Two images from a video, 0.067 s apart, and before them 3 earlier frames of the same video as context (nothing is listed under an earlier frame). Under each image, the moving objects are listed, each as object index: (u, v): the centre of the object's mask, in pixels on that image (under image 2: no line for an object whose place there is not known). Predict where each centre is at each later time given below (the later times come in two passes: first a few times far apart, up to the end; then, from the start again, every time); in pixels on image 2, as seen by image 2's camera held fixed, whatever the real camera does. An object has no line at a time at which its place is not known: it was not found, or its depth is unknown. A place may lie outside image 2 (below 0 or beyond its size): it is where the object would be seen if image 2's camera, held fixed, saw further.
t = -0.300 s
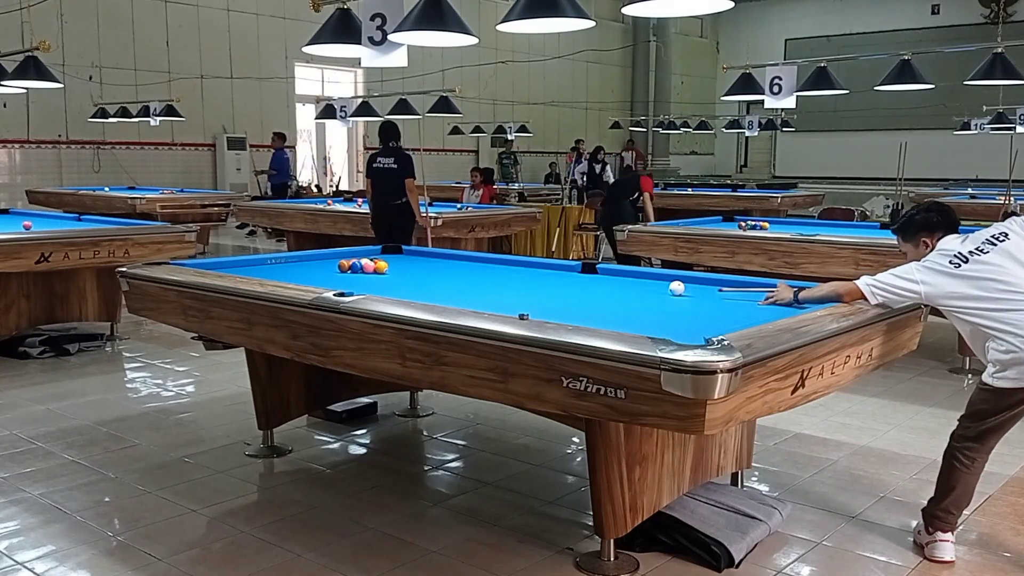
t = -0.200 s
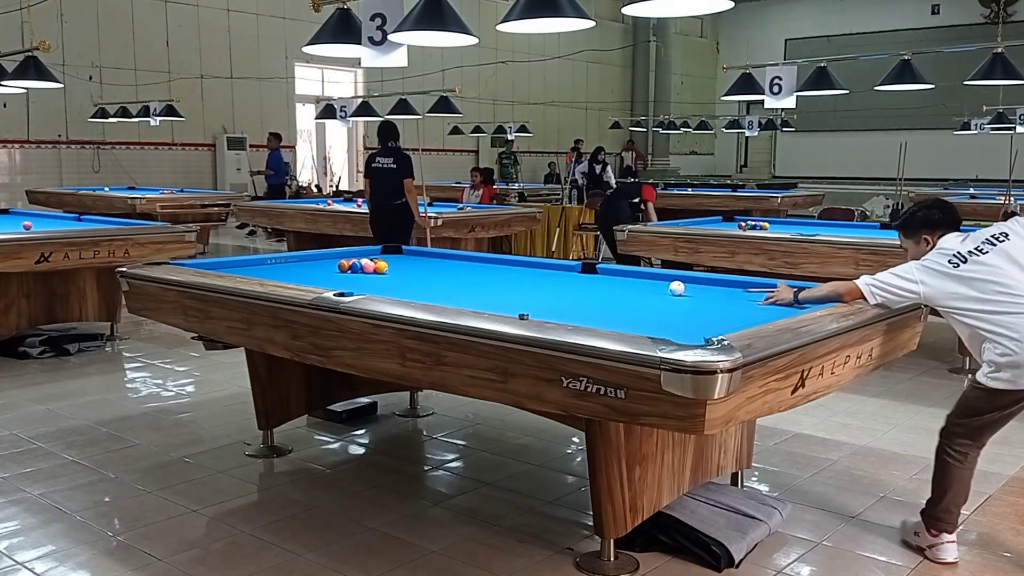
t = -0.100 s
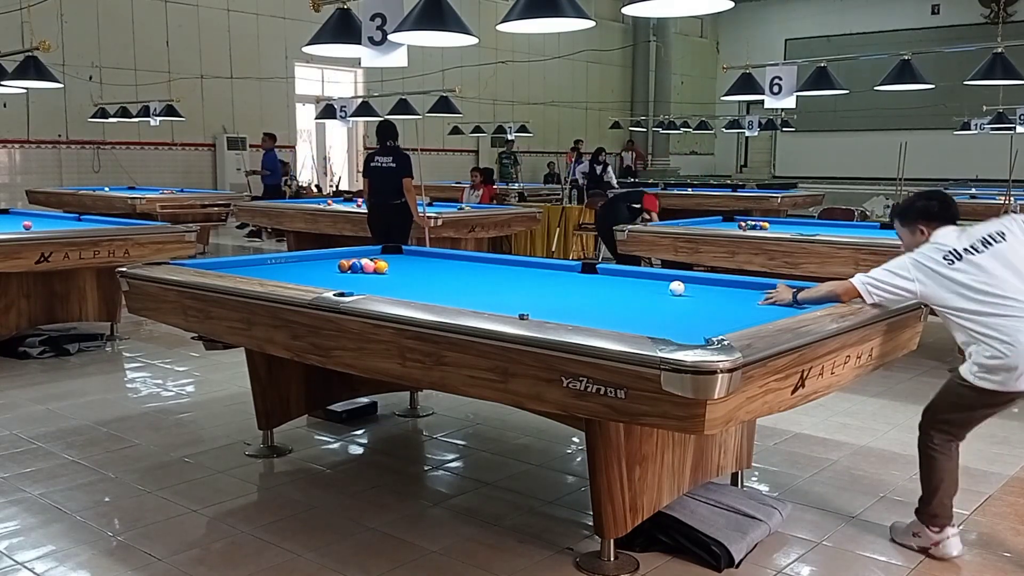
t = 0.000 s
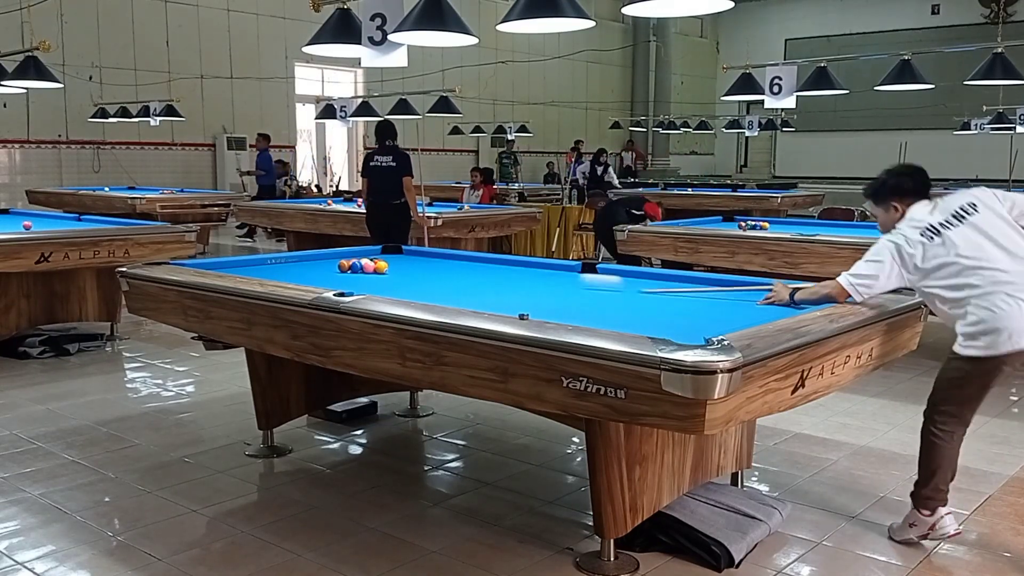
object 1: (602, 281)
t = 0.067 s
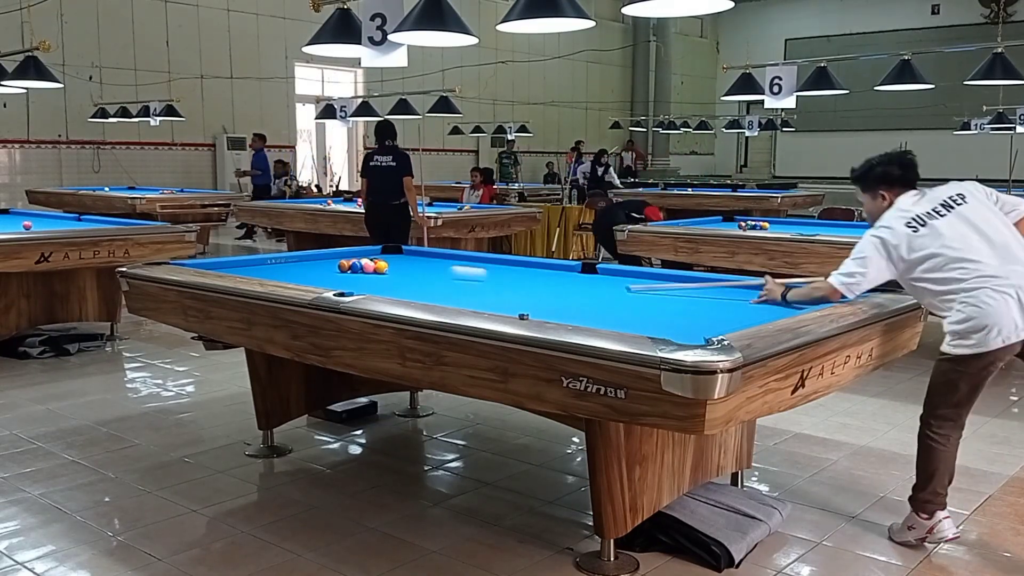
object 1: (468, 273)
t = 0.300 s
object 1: (435, 267)
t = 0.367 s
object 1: (447, 268)
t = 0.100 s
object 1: (409, 269)
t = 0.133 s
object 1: (398, 264)
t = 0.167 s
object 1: (406, 262)
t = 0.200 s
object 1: (414, 263)
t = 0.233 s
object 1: (422, 265)
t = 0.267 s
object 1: (429, 267)
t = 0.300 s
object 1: (435, 267)
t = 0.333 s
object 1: (442, 267)
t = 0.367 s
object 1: (447, 268)
